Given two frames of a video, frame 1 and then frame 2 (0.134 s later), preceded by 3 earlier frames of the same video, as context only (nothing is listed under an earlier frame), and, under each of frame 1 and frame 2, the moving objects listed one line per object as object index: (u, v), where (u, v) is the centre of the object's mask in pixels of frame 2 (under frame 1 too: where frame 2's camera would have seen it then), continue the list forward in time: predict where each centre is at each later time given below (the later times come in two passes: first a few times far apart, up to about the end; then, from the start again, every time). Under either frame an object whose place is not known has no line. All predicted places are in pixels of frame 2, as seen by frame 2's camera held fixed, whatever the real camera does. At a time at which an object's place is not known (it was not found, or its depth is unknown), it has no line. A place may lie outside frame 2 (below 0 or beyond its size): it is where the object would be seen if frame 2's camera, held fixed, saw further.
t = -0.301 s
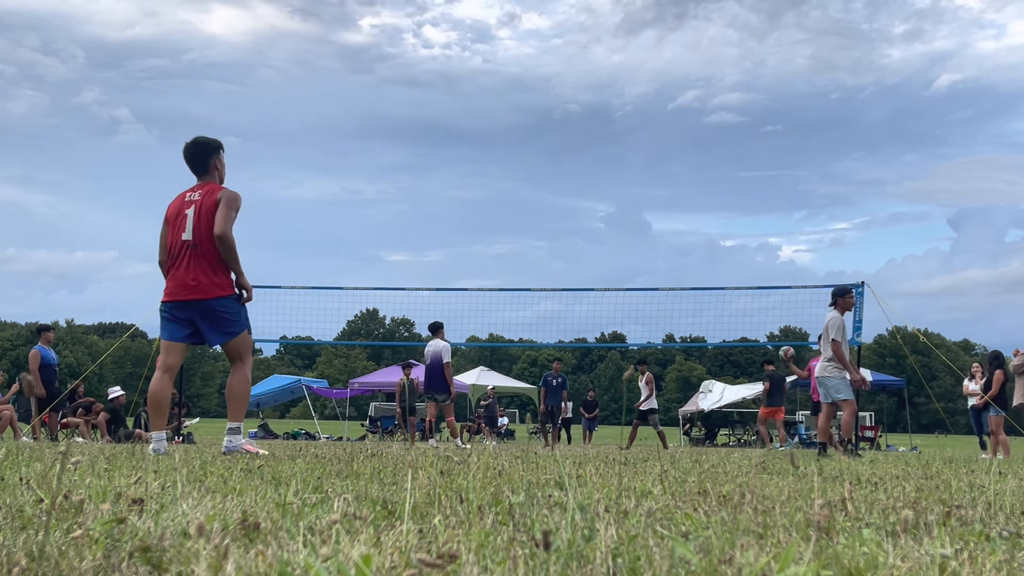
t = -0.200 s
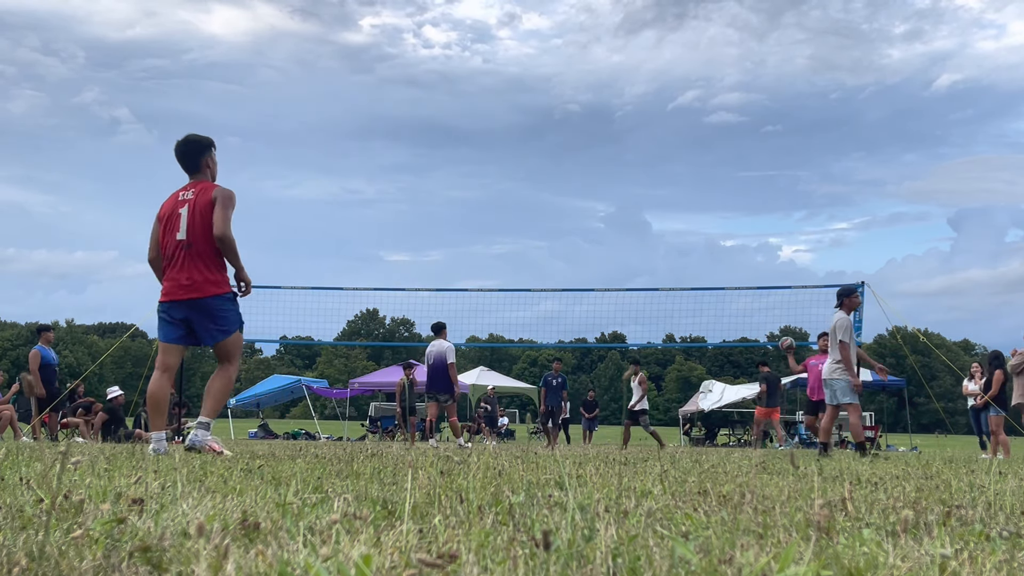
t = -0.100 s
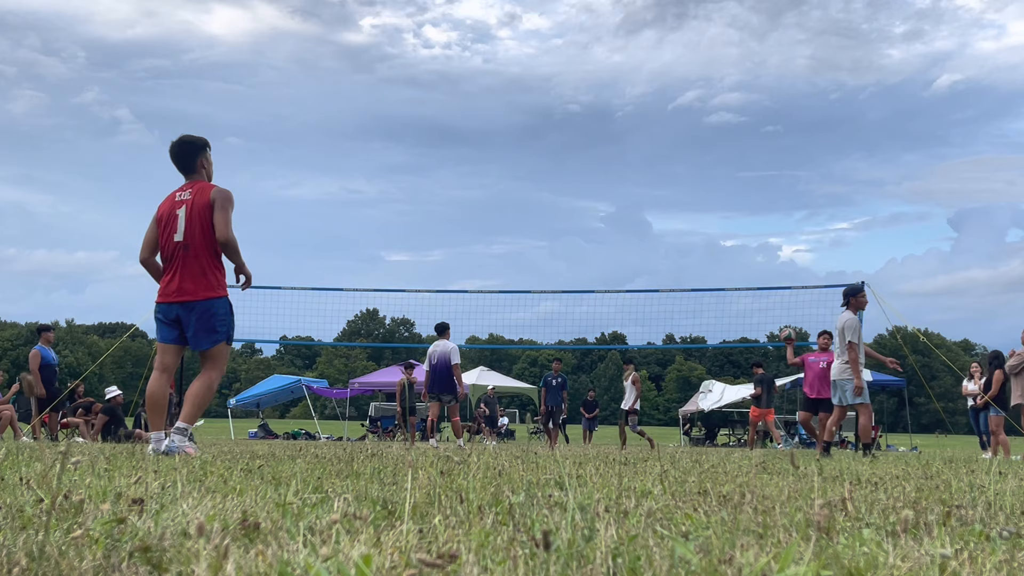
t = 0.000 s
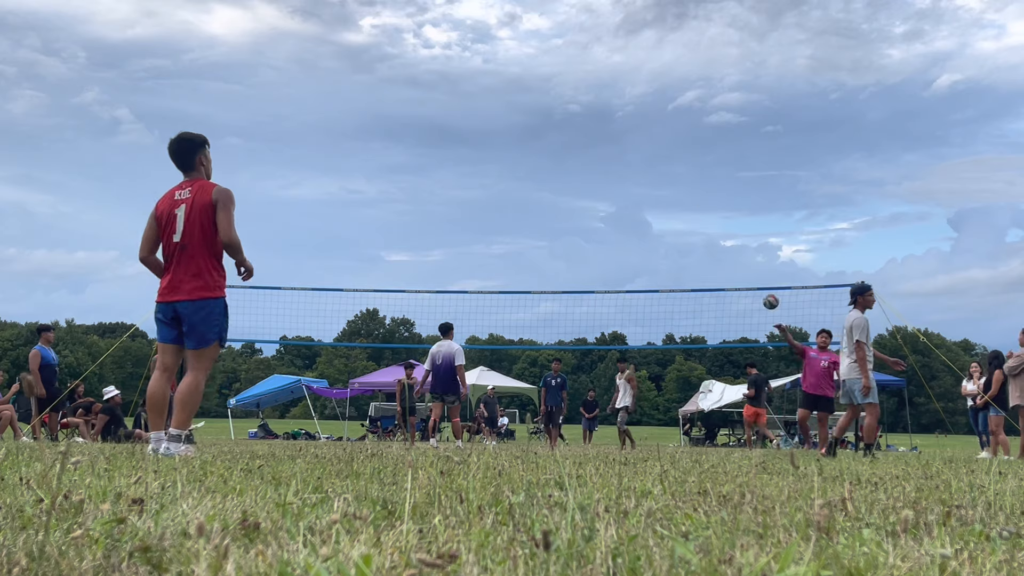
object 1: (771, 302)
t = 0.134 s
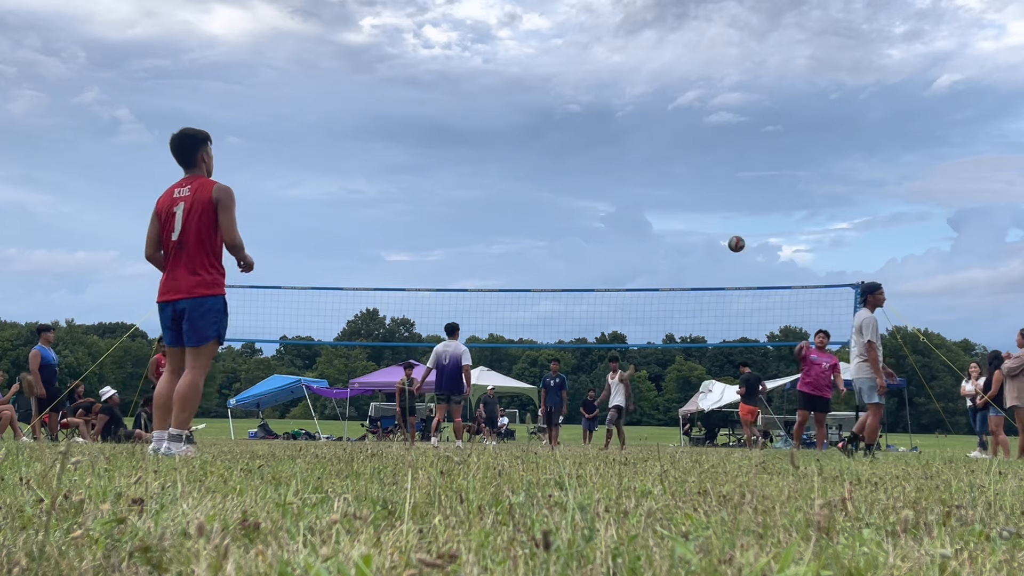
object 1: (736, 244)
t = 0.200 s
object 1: (718, 219)
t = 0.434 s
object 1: (651, 149)
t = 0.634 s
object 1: (586, 118)
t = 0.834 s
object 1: (511, 123)
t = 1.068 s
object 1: (400, 192)
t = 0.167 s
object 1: (727, 231)
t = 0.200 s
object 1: (718, 219)
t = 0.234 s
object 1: (709, 207)
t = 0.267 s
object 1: (700, 195)
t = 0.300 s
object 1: (690, 185)
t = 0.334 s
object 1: (680, 175)
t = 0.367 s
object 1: (671, 165)
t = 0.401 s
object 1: (661, 157)
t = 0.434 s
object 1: (651, 149)
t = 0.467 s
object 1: (641, 142)
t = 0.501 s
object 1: (630, 135)
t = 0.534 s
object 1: (620, 130)
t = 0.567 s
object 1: (609, 125)
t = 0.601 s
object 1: (598, 121)
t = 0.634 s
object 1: (586, 118)
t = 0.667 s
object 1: (575, 116)
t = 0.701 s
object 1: (563, 116)
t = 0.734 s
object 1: (550, 116)
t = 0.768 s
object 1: (538, 117)
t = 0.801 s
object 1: (525, 120)
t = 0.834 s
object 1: (511, 123)
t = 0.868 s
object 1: (497, 129)
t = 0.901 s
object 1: (482, 135)
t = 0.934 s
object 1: (467, 143)
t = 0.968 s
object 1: (452, 153)
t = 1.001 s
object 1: (435, 164)
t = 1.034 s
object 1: (418, 177)
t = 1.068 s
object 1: (400, 192)
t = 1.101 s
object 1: (382, 209)
